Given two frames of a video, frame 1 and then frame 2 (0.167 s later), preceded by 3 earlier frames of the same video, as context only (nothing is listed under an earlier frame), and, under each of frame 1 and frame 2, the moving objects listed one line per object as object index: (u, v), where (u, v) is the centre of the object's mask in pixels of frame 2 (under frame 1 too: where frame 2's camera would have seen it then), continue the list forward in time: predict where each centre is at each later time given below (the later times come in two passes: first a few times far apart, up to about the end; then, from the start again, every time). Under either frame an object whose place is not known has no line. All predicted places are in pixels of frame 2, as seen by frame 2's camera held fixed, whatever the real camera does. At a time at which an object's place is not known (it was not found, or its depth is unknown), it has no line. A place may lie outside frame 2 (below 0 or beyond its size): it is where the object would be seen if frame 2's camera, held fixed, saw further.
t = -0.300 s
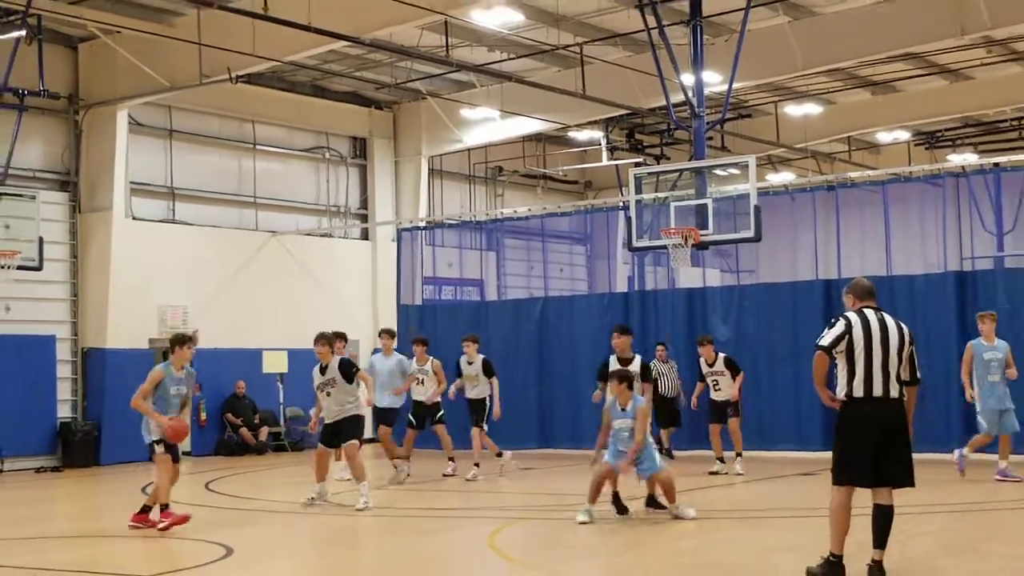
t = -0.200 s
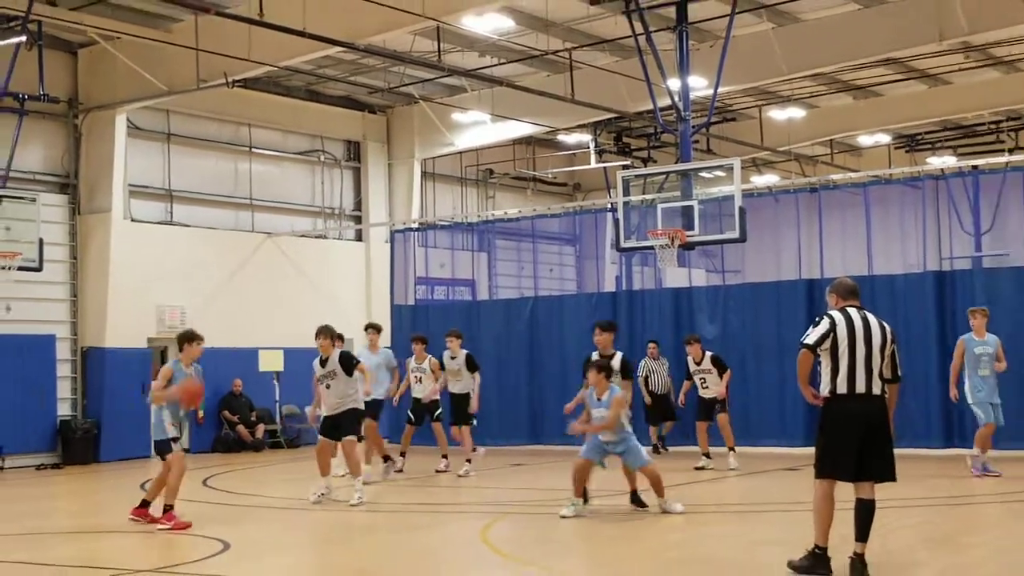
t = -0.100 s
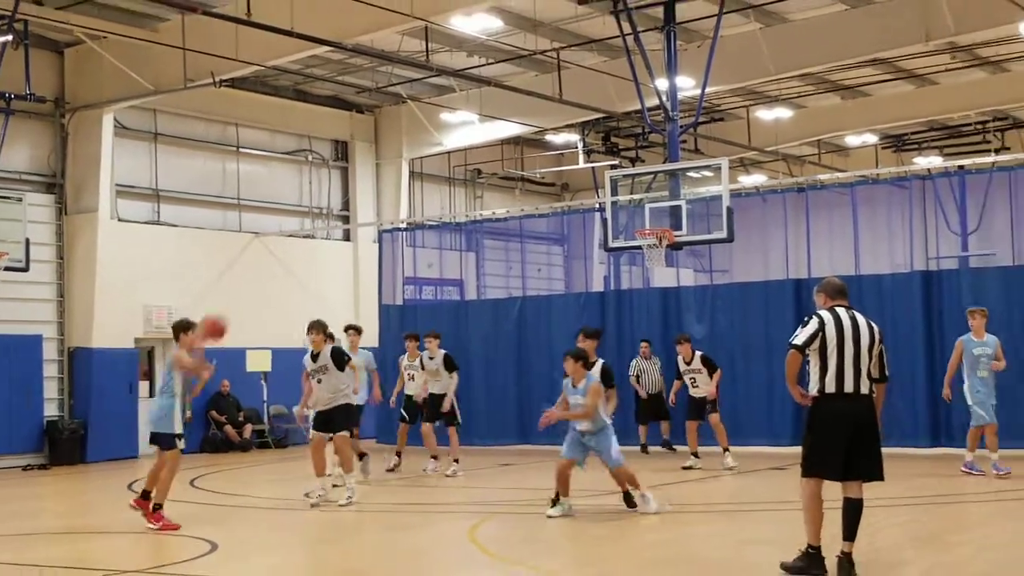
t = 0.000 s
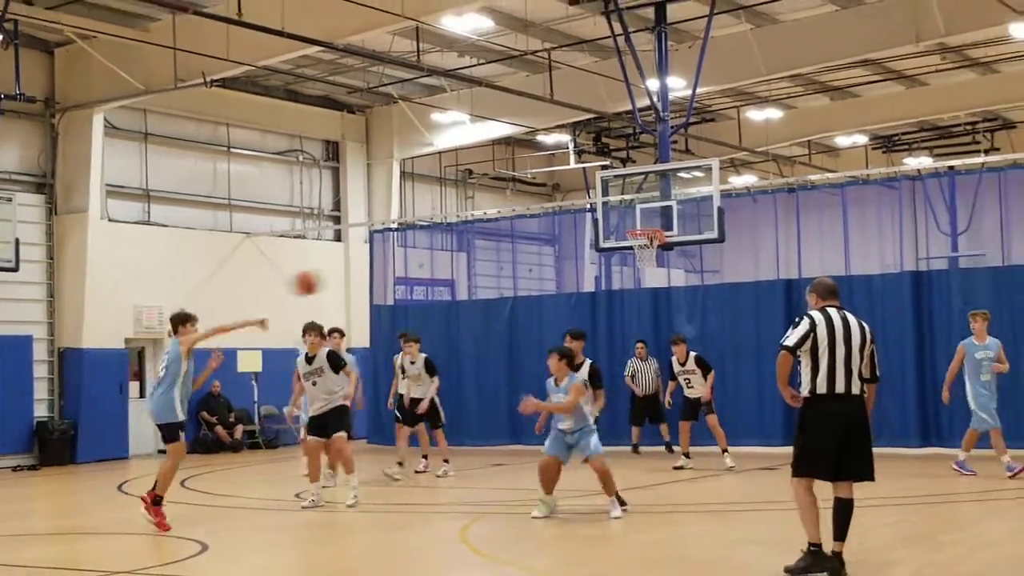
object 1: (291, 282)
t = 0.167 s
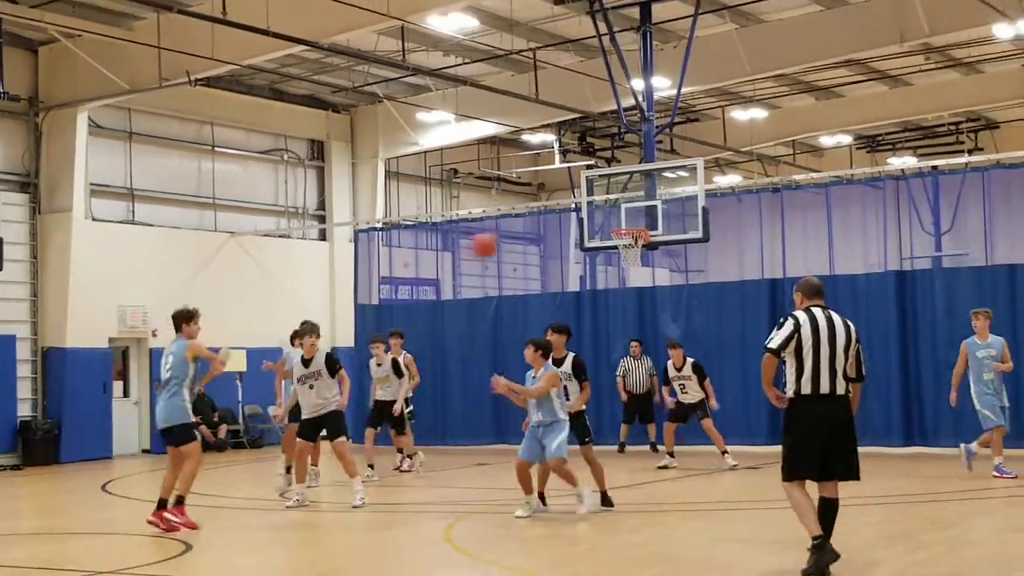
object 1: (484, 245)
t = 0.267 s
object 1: (589, 239)
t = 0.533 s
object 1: (847, 263)
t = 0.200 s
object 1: (520, 242)
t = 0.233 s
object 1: (555, 241)
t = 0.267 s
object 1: (589, 239)
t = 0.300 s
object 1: (626, 238)
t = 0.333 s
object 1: (656, 239)
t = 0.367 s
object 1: (693, 240)
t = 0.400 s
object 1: (723, 243)
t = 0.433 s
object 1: (754, 247)
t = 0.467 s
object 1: (785, 252)
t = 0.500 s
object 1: (816, 257)
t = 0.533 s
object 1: (847, 263)
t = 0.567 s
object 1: (878, 271)
